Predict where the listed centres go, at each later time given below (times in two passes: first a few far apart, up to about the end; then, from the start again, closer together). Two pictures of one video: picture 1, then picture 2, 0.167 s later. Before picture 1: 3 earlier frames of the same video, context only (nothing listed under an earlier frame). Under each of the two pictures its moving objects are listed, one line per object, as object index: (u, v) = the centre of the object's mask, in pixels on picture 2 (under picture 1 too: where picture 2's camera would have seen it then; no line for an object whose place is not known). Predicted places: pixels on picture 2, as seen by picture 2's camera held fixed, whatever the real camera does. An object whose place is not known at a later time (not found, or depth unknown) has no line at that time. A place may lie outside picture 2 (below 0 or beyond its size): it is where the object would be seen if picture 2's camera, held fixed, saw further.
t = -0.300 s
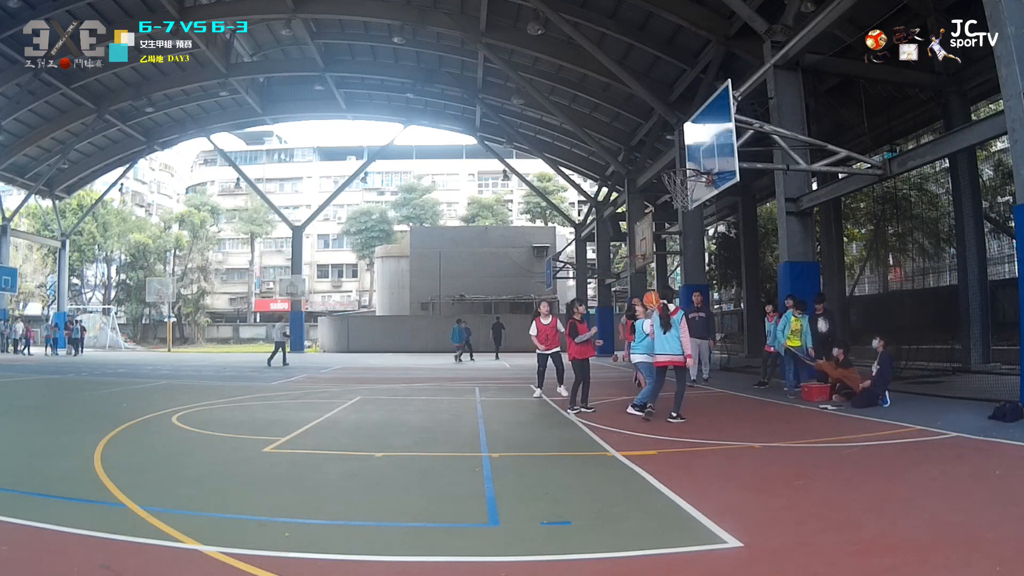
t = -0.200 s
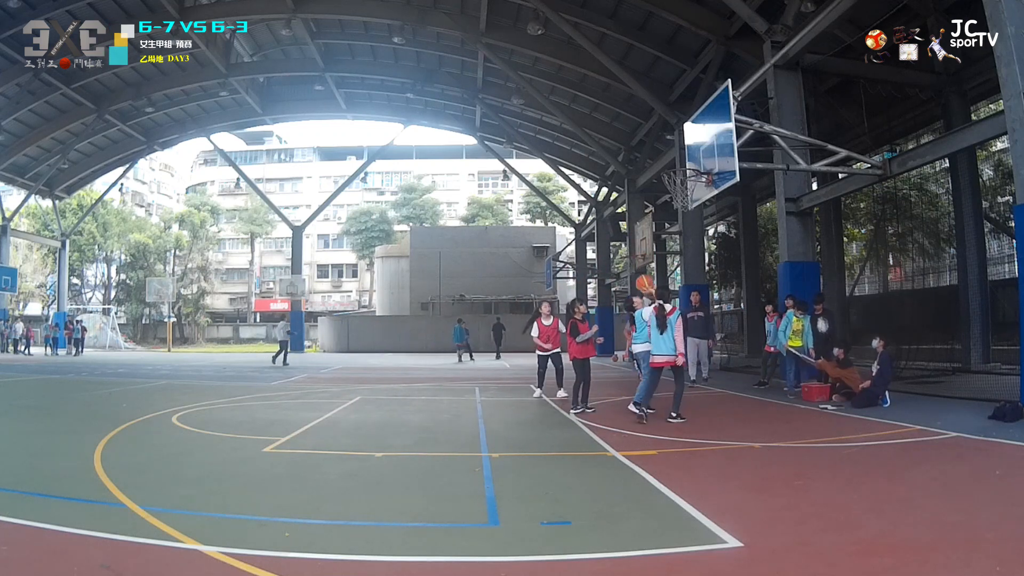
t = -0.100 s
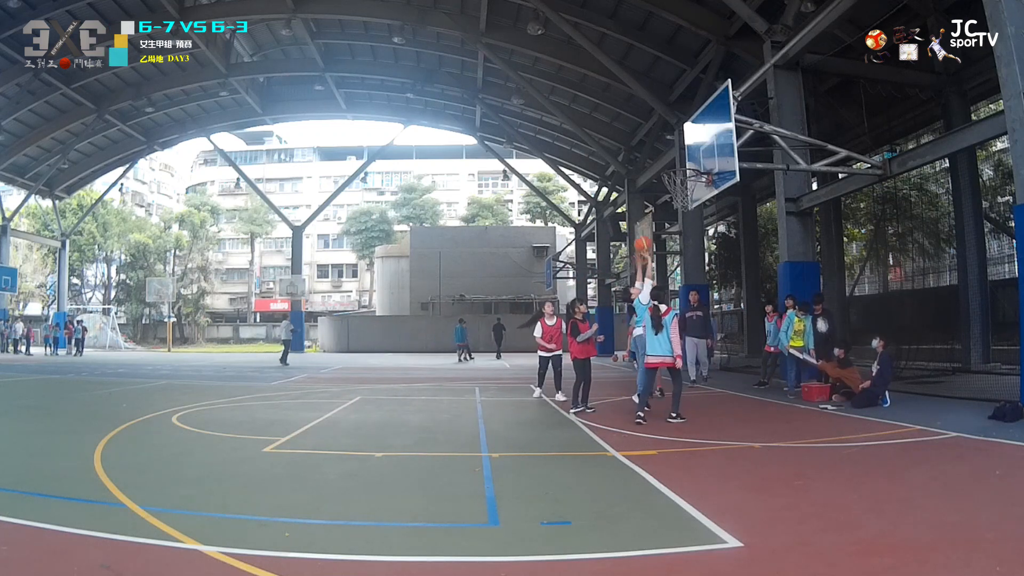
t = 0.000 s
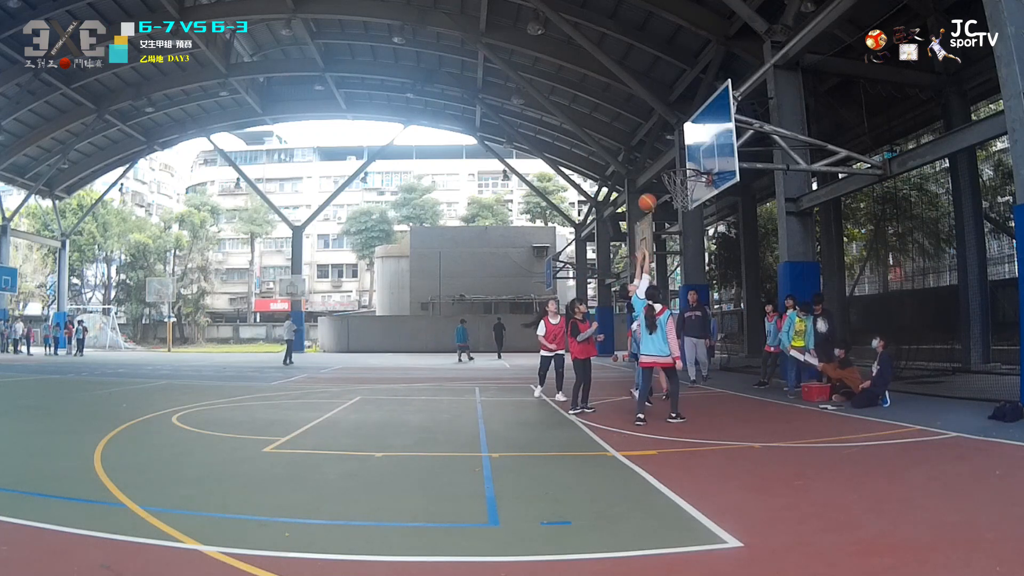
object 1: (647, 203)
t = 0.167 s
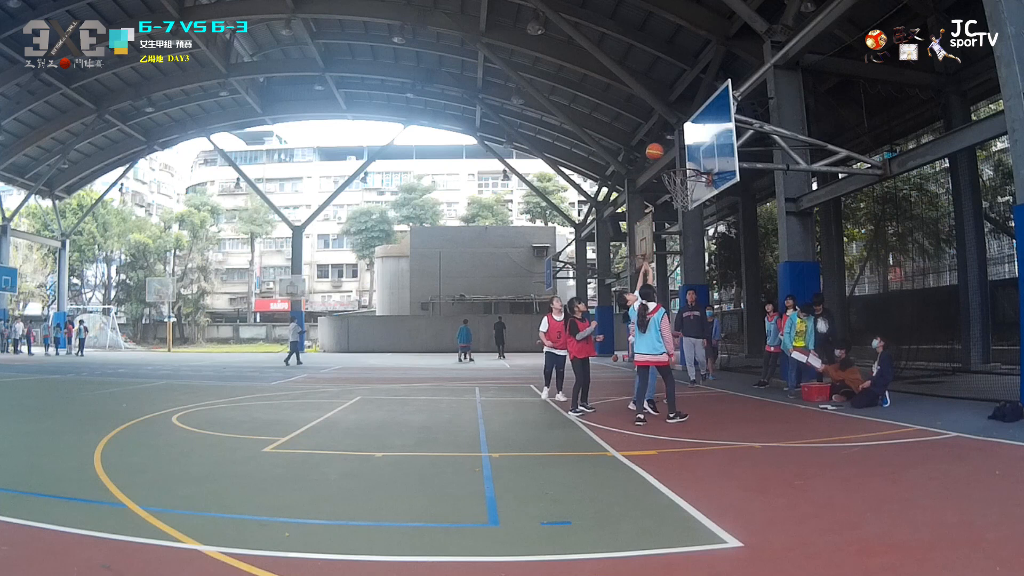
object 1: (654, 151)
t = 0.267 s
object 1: (659, 132)
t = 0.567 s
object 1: (674, 118)
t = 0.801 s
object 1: (689, 153)
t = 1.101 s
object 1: (672, 156)
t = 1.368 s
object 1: (642, 192)
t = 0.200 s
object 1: (656, 144)
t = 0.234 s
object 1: (657, 138)
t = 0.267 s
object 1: (659, 132)
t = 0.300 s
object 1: (661, 128)
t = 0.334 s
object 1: (663, 124)
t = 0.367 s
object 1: (664, 121)
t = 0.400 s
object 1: (666, 119)
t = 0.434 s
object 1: (667, 117)
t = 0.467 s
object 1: (669, 116)
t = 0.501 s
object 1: (671, 116)
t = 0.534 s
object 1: (673, 117)
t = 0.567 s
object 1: (674, 118)
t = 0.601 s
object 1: (676, 121)
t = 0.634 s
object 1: (678, 124)
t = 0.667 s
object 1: (680, 128)
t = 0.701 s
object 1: (682, 133)
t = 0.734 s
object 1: (684, 139)
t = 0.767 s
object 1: (687, 146)
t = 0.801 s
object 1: (689, 153)
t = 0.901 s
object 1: (696, 164)
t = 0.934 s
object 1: (692, 161)
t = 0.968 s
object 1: (688, 158)
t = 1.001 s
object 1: (684, 157)
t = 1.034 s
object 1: (680, 156)
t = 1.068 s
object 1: (676, 156)
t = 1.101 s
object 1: (672, 156)
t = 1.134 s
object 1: (668, 158)
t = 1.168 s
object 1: (664, 160)
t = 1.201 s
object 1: (660, 163)
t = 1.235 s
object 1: (657, 167)
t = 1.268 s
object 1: (653, 173)
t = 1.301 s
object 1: (649, 178)
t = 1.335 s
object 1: (646, 185)
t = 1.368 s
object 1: (642, 192)
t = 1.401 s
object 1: (639, 201)
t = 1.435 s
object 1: (635, 210)
